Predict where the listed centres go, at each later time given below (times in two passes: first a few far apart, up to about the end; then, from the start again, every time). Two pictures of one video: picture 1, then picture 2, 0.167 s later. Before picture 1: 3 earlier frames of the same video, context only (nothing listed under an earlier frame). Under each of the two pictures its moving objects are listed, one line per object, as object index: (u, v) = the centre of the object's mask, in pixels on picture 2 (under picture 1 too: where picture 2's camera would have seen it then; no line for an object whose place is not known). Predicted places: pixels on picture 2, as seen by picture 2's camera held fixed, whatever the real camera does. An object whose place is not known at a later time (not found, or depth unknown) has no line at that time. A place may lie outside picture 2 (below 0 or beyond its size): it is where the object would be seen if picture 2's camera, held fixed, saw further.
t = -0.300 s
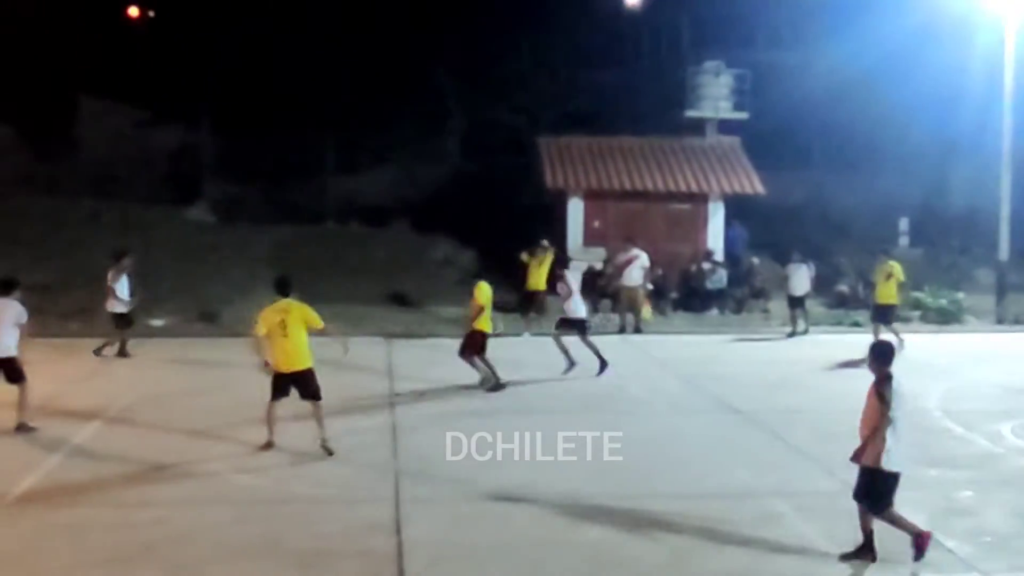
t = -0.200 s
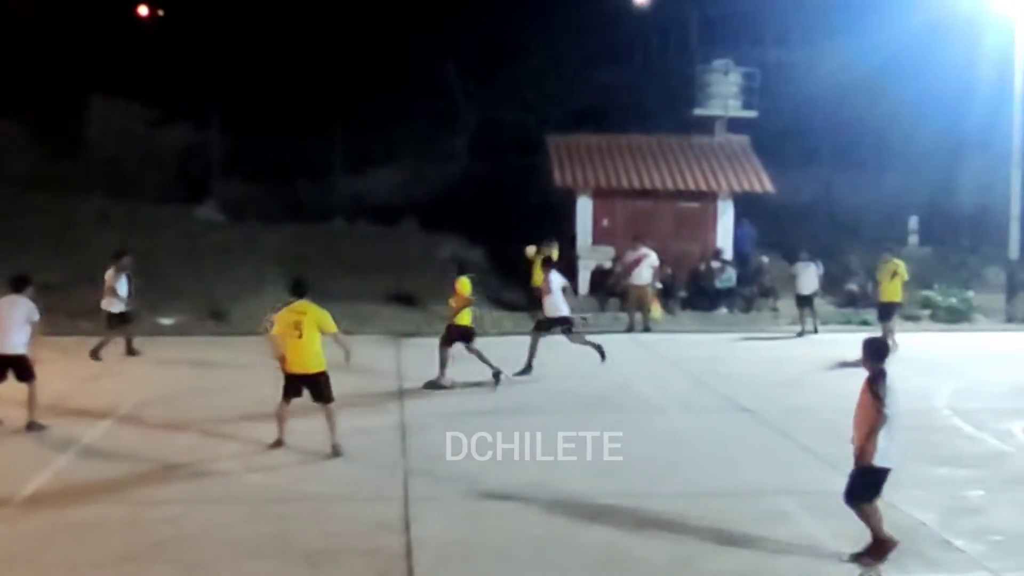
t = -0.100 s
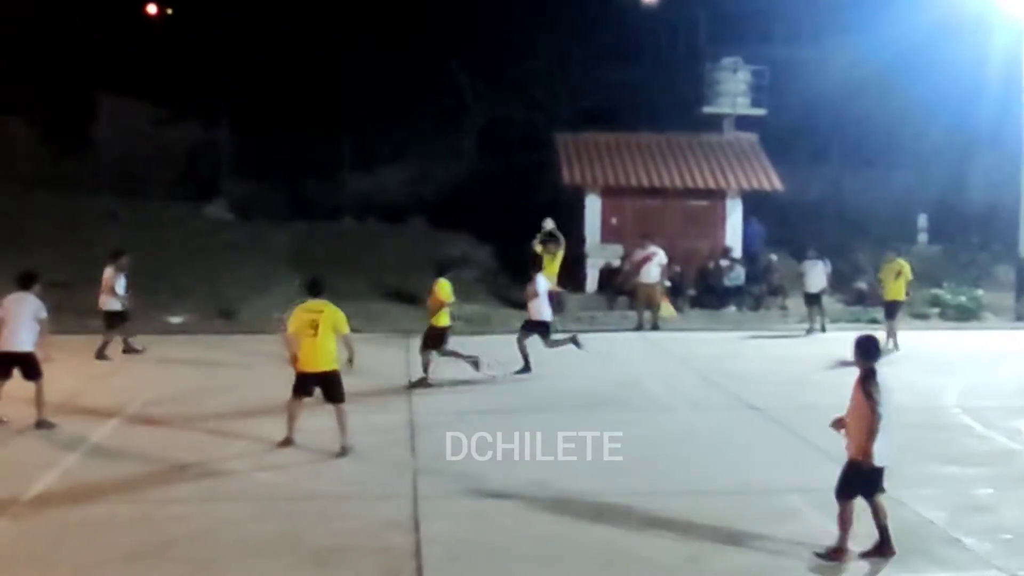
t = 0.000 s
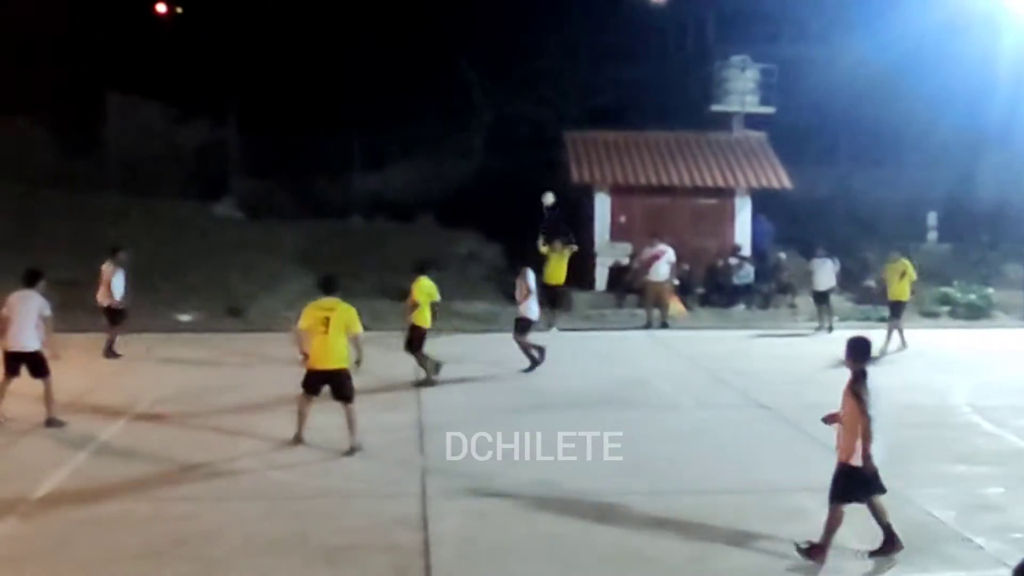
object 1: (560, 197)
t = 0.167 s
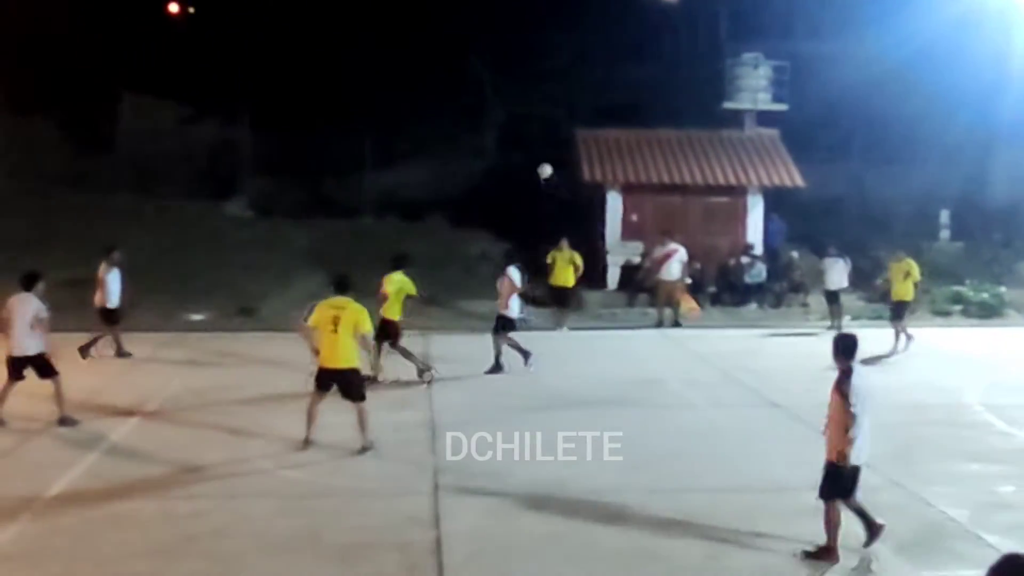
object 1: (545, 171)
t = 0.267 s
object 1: (532, 158)
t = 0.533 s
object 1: (499, 163)
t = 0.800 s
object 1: (450, 241)
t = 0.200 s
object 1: (541, 166)
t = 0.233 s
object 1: (536, 161)
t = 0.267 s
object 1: (532, 158)
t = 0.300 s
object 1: (529, 157)
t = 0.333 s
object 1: (526, 155)
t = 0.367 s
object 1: (522, 154)
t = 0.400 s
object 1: (518, 154)
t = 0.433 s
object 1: (513, 155)
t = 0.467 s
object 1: (508, 157)
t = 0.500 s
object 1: (503, 160)
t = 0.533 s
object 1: (499, 163)
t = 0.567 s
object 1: (493, 167)
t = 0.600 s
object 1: (491, 170)
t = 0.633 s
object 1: (484, 180)
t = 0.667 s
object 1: (478, 189)
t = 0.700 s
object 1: (469, 203)
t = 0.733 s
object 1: (464, 215)
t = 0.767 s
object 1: (457, 227)
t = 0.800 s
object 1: (450, 241)
